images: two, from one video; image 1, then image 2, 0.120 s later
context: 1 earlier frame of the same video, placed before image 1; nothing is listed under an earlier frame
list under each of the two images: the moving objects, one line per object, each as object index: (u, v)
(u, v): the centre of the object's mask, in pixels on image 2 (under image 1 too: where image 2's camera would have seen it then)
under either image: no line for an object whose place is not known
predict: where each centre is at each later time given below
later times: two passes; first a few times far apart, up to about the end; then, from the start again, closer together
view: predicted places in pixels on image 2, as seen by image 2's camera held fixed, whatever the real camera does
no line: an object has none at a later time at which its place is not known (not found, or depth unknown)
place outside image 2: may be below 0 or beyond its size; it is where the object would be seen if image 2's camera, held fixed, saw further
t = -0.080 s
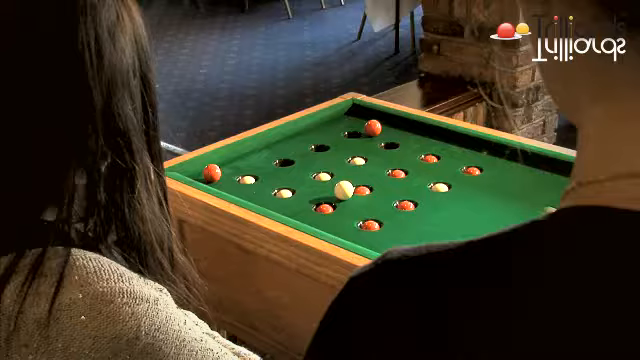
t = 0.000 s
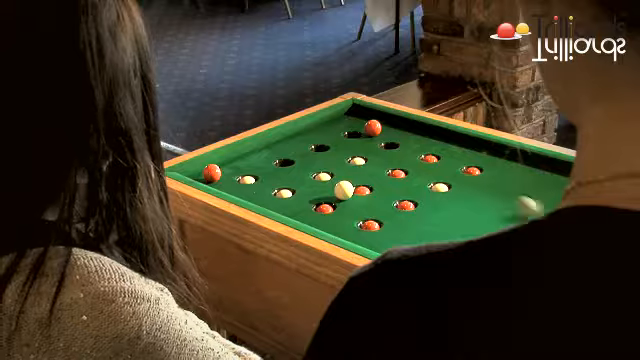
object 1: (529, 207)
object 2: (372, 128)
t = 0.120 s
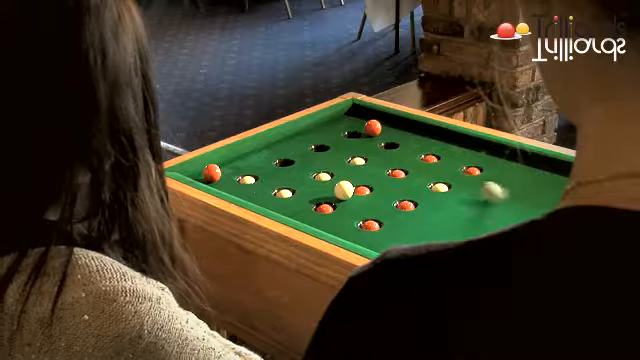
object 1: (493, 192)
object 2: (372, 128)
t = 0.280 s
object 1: (451, 173)
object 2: (372, 128)
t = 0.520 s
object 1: (395, 150)
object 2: (372, 127)
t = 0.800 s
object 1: (342, 126)
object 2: (373, 128)
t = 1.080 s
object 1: (352, 122)
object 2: (373, 128)
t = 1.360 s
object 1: (369, 124)
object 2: (388, 131)
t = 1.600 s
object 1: (376, 124)
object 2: (403, 135)
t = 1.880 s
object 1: (382, 124)
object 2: (416, 138)
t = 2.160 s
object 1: (384, 124)
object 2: (427, 141)
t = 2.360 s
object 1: (384, 124)
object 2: (433, 143)
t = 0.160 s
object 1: (482, 187)
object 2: (372, 128)
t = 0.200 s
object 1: (471, 183)
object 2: (372, 128)
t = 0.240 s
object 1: (460, 178)
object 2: (372, 128)
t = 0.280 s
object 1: (451, 173)
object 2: (372, 128)
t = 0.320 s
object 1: (440, 169)
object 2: (372, 128)
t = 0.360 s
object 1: (430, 165)
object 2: (372, 128)
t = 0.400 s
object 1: (422, 161)
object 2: (372, 128)
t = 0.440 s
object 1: (413, 157)
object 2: (372, 128)
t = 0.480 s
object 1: (403, 153)
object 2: (372, 128)
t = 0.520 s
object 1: (395, 150)
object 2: (372, 127)
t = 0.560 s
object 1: (386, 146)
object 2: (372, 127)
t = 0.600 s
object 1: (379, 143)
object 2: (372, 127)
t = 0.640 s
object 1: (371, 140)
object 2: (373, 126)
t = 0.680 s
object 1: (363, 136)
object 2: (373, 126)
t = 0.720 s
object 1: (355, 133)
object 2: (373, 127)
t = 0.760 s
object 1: (348, 129)
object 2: (373, 127)
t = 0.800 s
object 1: (342, 126)
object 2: (373, 128)
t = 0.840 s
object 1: (335, 123)
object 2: (373, 128)
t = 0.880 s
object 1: (328, 120)
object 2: (372, 128)
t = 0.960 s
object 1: (337, 120)
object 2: (373, 128)
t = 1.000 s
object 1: (342, 121)
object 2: (373, 128)
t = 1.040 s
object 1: (347, 122)
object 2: (373, 128)
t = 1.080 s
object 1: (352, 122)
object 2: (373, 128)
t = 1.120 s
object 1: (356, 122)
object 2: (373, 128)
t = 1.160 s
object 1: (360, 124)
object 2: (375, 128)
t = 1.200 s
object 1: (362, 124)
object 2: (378, 129)
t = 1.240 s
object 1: (364, 124)
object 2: (380, 129)
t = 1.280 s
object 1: (366, 124)
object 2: (383, 129)
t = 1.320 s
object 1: (367, 124)
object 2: (386, 130)
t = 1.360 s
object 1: (369, 124)
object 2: (388, 131)
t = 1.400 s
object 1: (370, 124)
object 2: (390, 131)
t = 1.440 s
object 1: (371, 124)
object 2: (394, 132)
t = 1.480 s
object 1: (373, 124)
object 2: (396, 133)
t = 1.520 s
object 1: (374, 124)
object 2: (398, 133)
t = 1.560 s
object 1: (375, 124)
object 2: (401, 134)
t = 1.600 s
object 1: (376, 124)
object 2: (403, 135)
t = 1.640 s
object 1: (377, 124)
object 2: (404, 135)
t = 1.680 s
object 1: (378, 124)
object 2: (406, 135)
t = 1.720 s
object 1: (379, 124)
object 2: (408, 136)
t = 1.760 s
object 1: (380, 124)
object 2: (410, 137)
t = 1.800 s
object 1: (381, 124)
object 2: (412, 137)
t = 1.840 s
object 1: (382, 123)
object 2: (414, 138)
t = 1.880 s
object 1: (382, 124)
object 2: (416, 138)
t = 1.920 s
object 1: (383, 124)
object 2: (418, 139)
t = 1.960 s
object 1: (383, 124)
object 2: (420, 139)
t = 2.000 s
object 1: (384, 124)
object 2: (421, 140)
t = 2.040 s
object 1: (384, 124)
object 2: (423, 140)
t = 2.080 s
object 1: (384, 124)
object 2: (424, 141)
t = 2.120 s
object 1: (384, 124)
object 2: (426, 141)
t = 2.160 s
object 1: (384, 124)
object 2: (427, 141)
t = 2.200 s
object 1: (384, 124)
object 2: (428, 142)
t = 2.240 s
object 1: (384, 124)
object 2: (429, 142)
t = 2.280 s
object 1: (384, 124)
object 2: (431, 142)
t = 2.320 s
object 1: (384, 124)
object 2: (432, 143)
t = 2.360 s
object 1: (384, 124)
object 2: (433, 143)
